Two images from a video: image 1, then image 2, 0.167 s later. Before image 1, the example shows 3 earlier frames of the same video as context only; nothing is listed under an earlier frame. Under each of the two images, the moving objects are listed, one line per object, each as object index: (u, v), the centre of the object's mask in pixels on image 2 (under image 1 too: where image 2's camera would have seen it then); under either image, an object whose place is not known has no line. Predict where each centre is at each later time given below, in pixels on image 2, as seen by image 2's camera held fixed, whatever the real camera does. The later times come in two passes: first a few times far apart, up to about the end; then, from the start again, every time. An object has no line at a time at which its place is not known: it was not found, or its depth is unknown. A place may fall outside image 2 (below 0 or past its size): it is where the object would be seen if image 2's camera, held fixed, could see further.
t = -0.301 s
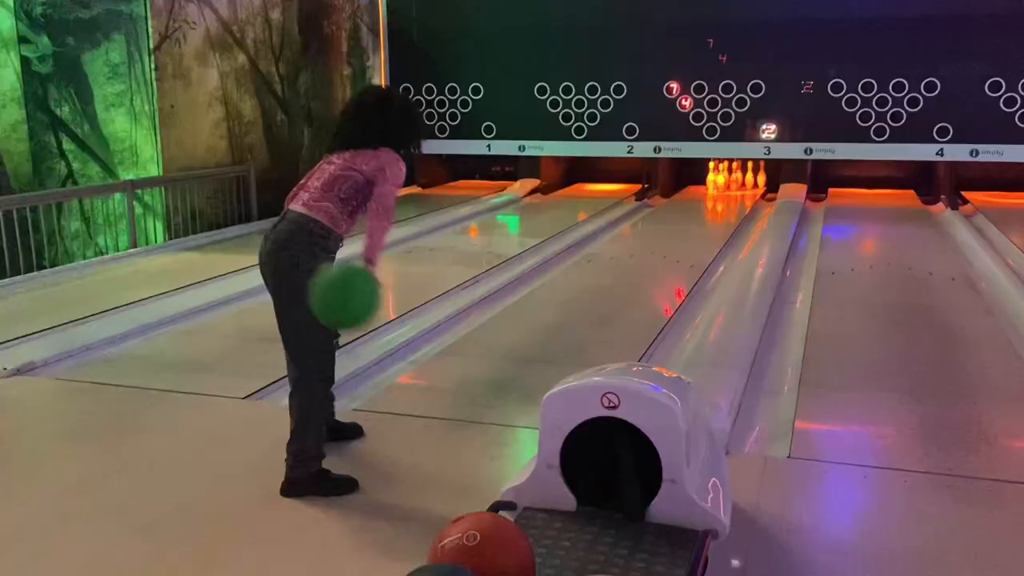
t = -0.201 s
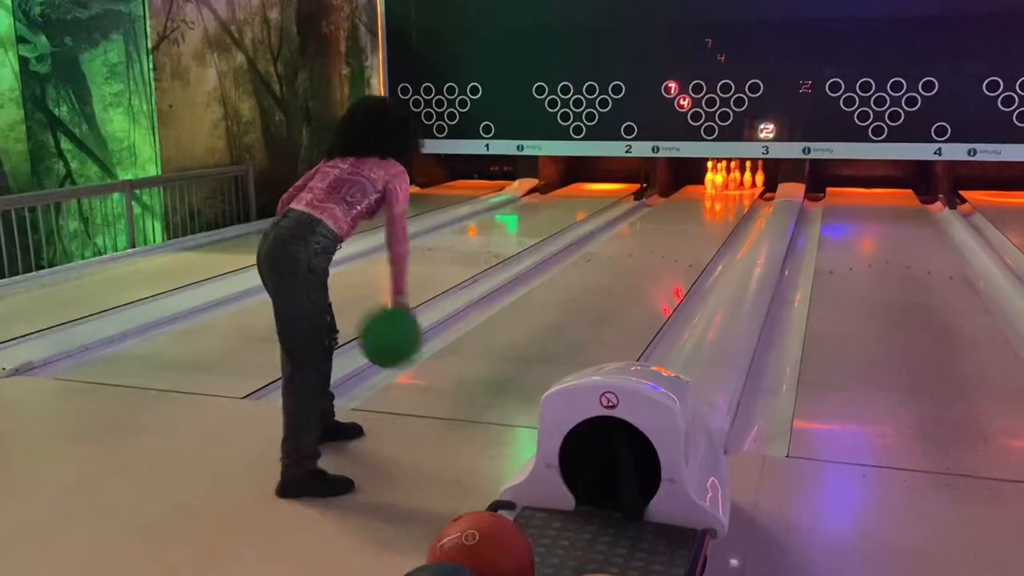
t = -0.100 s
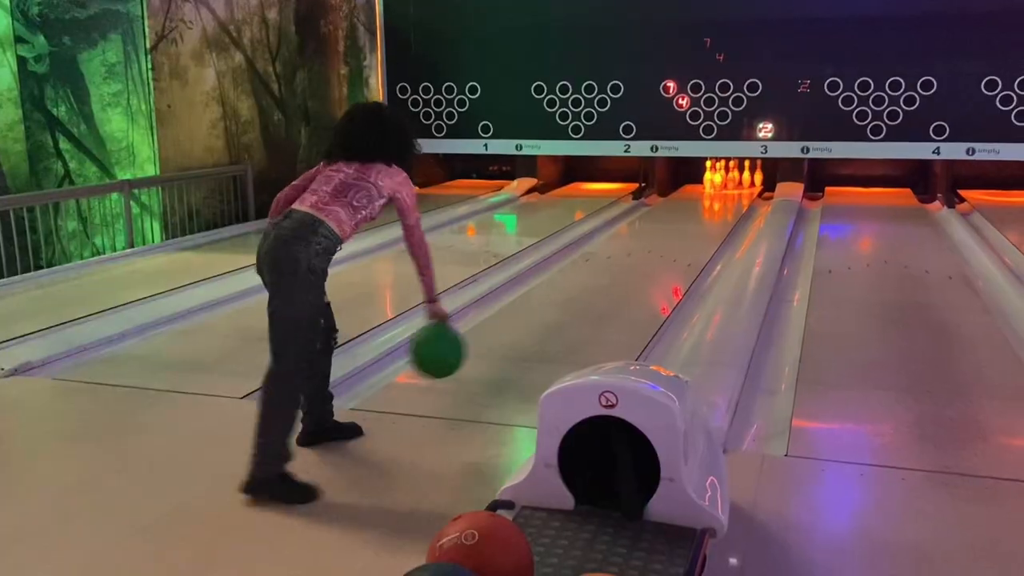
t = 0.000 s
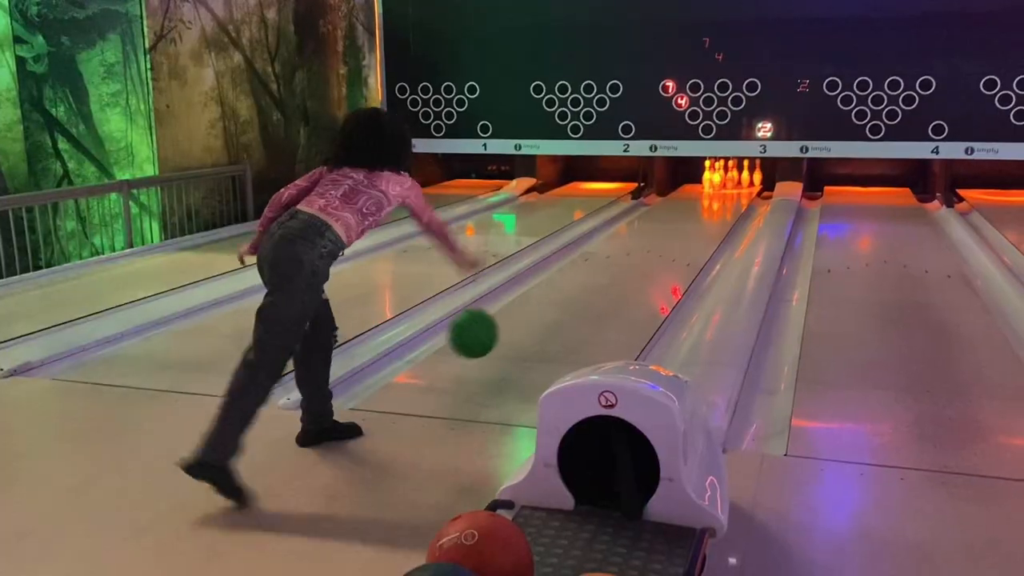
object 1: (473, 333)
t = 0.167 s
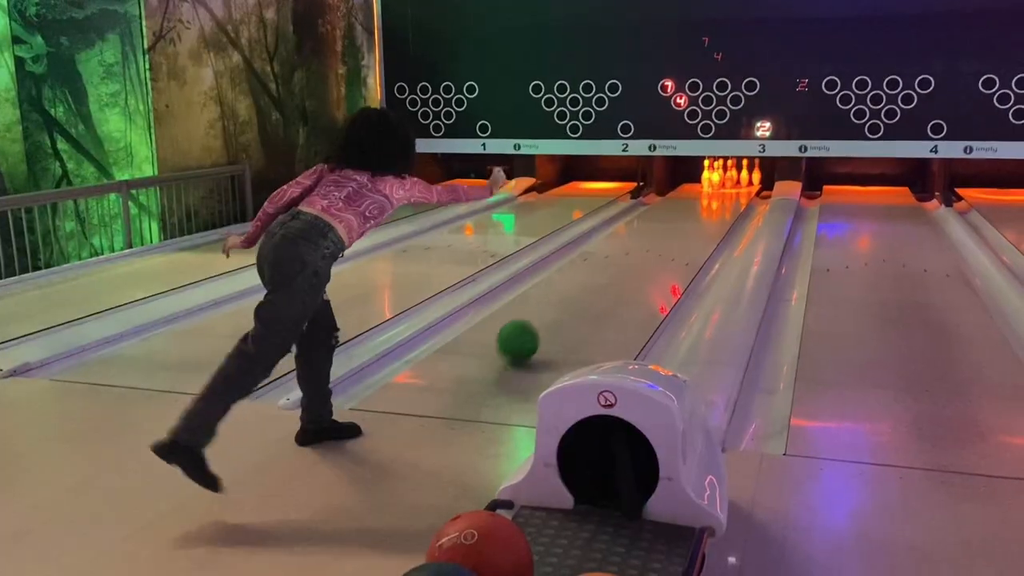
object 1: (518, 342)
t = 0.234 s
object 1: (532, 323)
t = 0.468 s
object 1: (570, 292)
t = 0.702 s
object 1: (593, 268)
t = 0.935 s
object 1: (608, 252)
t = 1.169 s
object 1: (618, 240)
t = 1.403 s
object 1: (628, 229)
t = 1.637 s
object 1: (636, 220)
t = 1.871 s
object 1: (642, 212)
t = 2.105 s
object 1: (648, 204)
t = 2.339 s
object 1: (655, 198)
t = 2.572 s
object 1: (661, 192)
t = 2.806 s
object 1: (660, 191)
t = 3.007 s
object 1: (667, 188)
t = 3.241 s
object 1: (675, 185)
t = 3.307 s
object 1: (676, 184)
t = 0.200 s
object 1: (525, 331)
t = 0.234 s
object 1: (532, 323)
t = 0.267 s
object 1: (538, 318)
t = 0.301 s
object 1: (544, 315)
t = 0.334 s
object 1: (550, 311)
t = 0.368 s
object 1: (555, 305)
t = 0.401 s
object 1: (560, 301)
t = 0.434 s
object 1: (565, 296)
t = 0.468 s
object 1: (570, 292)
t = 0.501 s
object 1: (574, 288)
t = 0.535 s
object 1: (578, 284)
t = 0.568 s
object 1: (581, 281)
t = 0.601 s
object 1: (584, 277)
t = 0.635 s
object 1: (588, 274)
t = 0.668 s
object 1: (590, 271)
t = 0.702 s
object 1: (593, 268)
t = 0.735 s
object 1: (596, 266)
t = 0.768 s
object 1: (598, 263)
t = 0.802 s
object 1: (600, 261)
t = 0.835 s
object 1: (602, 258)
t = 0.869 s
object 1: (604, 256)
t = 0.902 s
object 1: (606, 254)
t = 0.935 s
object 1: (608, 252)
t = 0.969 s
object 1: (609, 250)
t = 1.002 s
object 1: (611, 248)
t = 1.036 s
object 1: (612, 247)
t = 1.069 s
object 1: (614, 245)
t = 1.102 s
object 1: (616, 243)
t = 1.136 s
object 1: (617, 241)
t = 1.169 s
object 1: (618, 240)
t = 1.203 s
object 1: (620, 238)
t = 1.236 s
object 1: (621, 236)
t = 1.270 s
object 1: (623, 235)
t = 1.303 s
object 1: (624, 233)
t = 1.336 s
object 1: (625, 232)
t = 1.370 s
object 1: (626, 231)
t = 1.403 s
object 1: (628, 229)
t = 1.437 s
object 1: (629, 228)
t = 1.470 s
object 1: (630, 226)
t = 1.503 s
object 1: (632, 225)
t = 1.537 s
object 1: (632, 224)
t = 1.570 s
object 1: (633, 222)
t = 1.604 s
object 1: (635, 221)
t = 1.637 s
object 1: (636, 220)
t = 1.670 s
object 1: (637, 218)
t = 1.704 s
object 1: (638, 217)
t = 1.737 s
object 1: (639, 216)
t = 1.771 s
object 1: (640, 215)
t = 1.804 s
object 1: (641, 214)
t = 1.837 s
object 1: (642, 212)
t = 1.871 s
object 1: (642, 212)
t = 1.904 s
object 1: (643, 211)
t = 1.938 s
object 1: (644, 210)
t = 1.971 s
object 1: (645, 208)
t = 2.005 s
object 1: (646, 207)
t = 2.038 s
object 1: (647, 206)
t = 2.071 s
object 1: (647, 205)
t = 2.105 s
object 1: (648, 204)
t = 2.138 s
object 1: (649, 204)
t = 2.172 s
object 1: (651, 202)
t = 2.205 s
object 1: (651, 202)
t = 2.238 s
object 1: (652, 201)
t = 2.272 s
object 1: (654, 200)
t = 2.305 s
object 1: (654, 199)
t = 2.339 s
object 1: (655, 198)
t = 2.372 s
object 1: (657, 197)
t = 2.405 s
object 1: (658, 196)
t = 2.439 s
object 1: (658, 195)
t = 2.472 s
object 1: (658, 194)
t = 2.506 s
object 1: (660, 193)
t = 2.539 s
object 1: (660, 192)
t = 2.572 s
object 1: (661, 192)
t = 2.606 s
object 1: (661, 191)
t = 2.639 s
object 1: (661, 191)
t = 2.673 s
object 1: (661, 191)
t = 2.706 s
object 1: (660, 192)
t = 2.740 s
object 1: (659, 192)
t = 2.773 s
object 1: (659, 192)
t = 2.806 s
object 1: (660, 191)
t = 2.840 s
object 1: (663, 191)
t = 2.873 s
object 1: (664, 190)
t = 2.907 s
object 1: (664, 190)
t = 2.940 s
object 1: (665, 189)
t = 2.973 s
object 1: (665, 189)
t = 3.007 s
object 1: (667, 188)
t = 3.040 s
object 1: (668, 188)
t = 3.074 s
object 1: (670, 187)
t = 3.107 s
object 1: (670, 187)
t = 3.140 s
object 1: (671, 187)
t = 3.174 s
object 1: (673, 186)
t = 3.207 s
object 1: (674, 185)
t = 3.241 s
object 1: (675, 185)
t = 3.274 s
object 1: (676, 184)
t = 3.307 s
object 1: (676, 184)
